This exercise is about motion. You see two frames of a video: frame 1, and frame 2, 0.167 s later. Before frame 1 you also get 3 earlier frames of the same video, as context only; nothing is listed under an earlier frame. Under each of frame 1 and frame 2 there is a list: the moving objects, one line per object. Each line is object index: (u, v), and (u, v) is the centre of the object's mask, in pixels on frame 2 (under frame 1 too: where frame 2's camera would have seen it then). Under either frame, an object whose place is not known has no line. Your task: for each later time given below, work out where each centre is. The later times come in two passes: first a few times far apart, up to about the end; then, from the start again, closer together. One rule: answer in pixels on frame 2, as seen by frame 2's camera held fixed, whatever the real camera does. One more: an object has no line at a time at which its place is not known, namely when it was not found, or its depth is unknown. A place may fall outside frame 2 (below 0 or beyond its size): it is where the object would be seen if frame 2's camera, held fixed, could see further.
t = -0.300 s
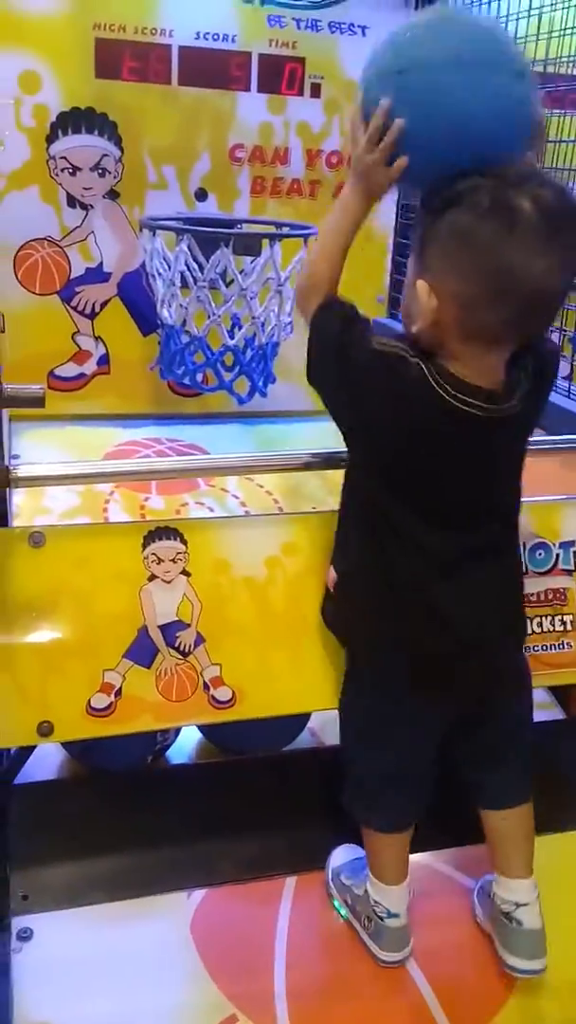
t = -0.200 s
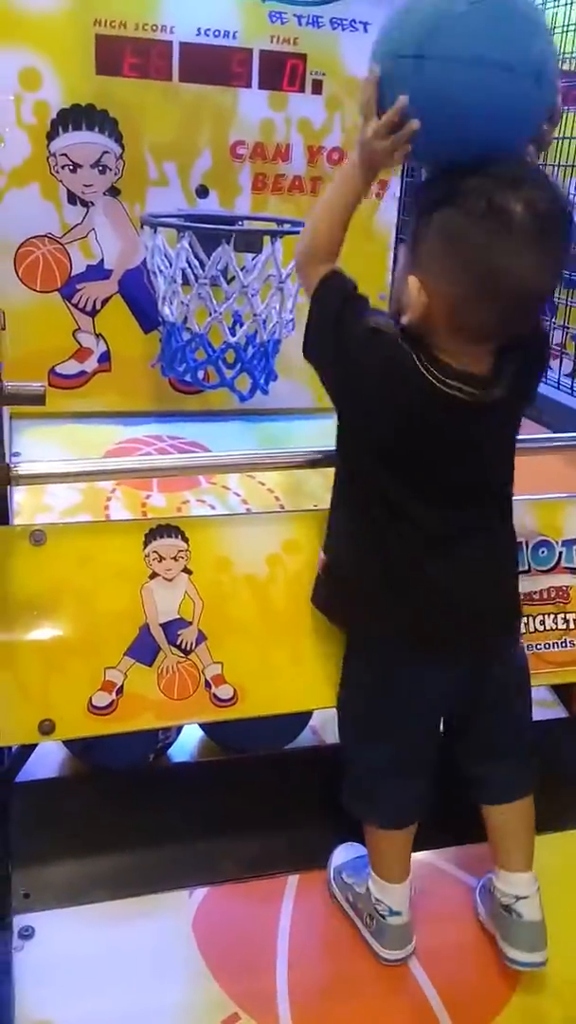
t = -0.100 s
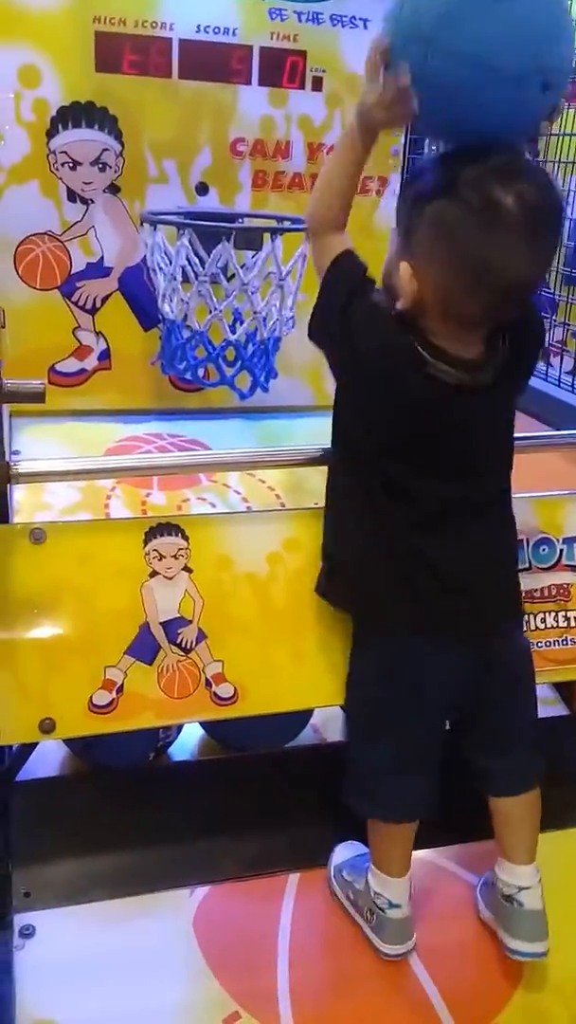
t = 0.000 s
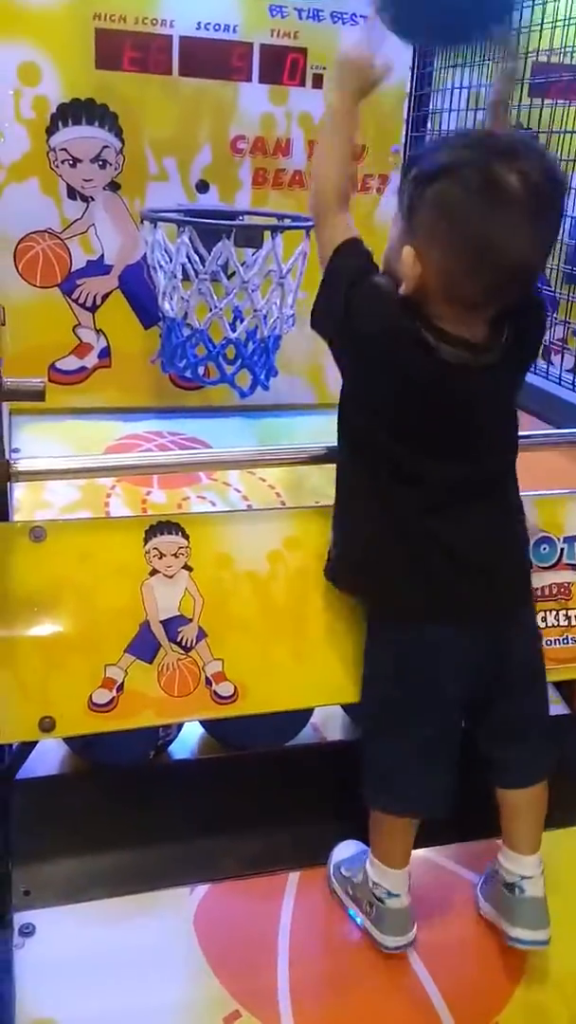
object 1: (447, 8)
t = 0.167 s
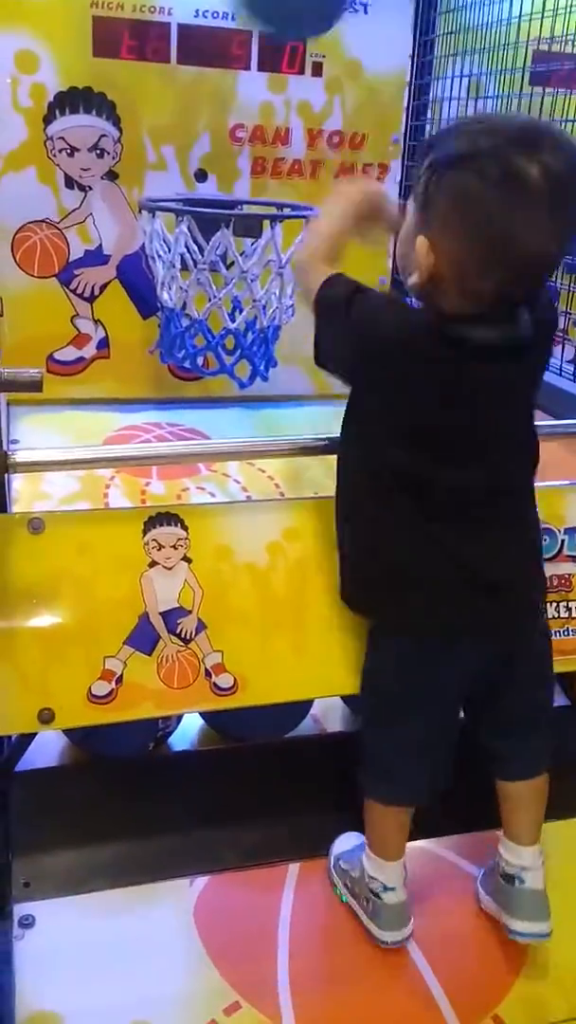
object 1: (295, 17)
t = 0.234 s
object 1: (245, 46)
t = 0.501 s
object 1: (210, 158)
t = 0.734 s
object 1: (115, 141)
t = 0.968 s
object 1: (58, 340)
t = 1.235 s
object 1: (198, 409)
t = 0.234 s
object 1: (245, 46)
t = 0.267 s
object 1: (228, 75)
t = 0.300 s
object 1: (212, 109)
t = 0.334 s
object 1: (199, 152)
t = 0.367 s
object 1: (208, 172)
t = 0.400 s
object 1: (252, 176)
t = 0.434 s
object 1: (268, 177)
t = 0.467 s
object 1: (237, 165)
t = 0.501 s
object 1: (210, 158)
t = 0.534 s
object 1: (176, 155)
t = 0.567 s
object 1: (164, 141)
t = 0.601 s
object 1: (154, 128)
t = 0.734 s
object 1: (115, 141)
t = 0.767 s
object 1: (103, 160)
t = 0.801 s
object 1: (93, 184)
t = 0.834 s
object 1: (80, 207)
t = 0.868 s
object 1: (67, 241)
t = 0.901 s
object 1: (53, 280)
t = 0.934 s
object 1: (43, 323)
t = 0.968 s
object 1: (58, 340)
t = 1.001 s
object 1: (76, 363)
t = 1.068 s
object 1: (113, 411)
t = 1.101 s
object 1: (131, 468)
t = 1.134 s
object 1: (148, 441)
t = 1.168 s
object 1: (163, 416)
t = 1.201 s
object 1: (181, 412)
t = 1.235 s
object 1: (198, 409)
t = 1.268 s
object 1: (215, 410)
